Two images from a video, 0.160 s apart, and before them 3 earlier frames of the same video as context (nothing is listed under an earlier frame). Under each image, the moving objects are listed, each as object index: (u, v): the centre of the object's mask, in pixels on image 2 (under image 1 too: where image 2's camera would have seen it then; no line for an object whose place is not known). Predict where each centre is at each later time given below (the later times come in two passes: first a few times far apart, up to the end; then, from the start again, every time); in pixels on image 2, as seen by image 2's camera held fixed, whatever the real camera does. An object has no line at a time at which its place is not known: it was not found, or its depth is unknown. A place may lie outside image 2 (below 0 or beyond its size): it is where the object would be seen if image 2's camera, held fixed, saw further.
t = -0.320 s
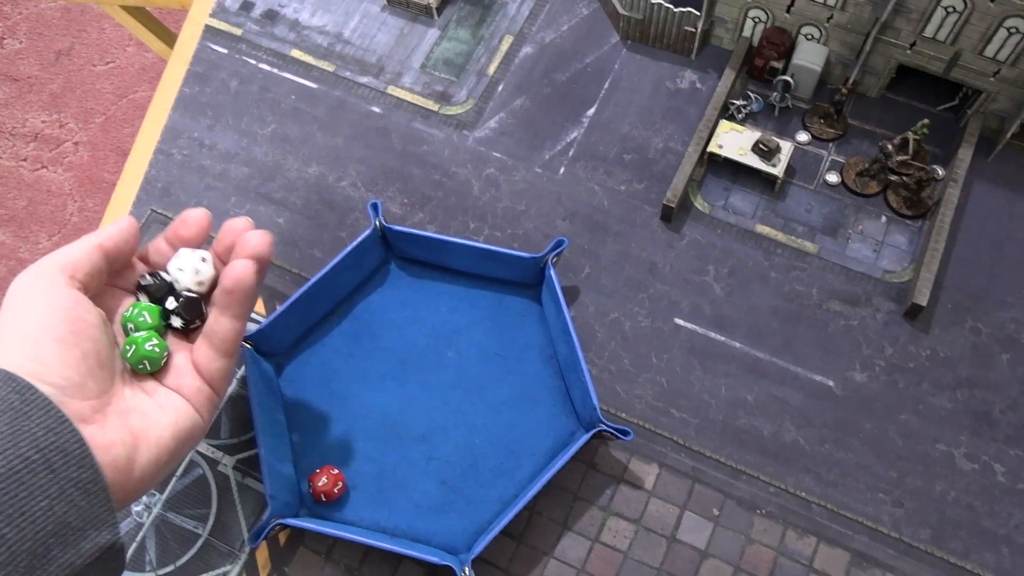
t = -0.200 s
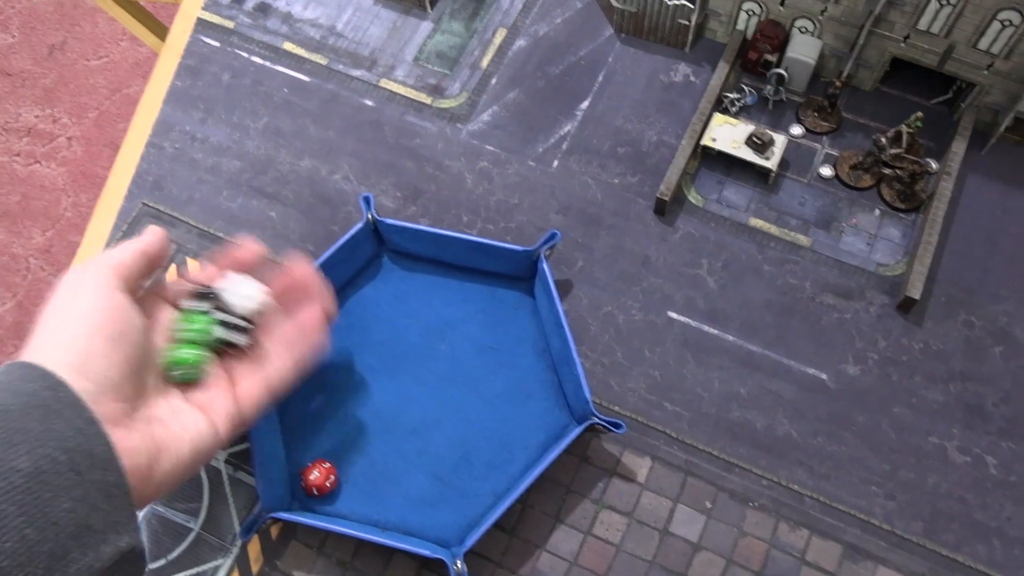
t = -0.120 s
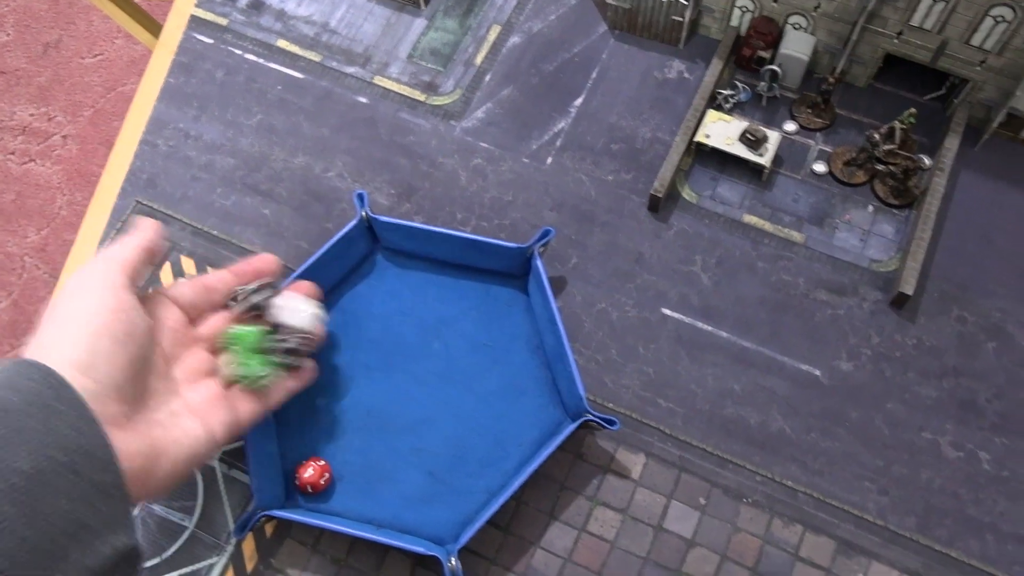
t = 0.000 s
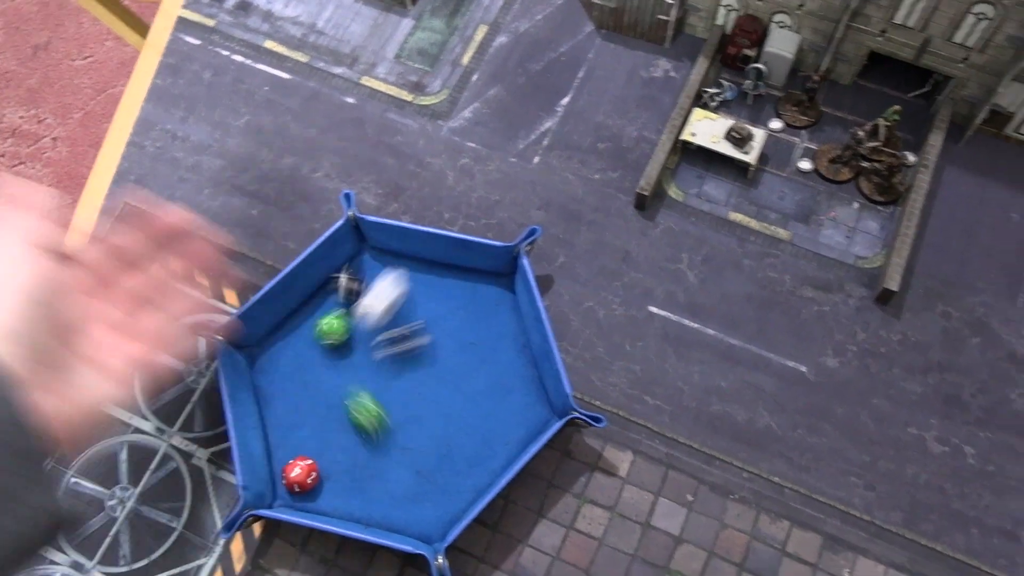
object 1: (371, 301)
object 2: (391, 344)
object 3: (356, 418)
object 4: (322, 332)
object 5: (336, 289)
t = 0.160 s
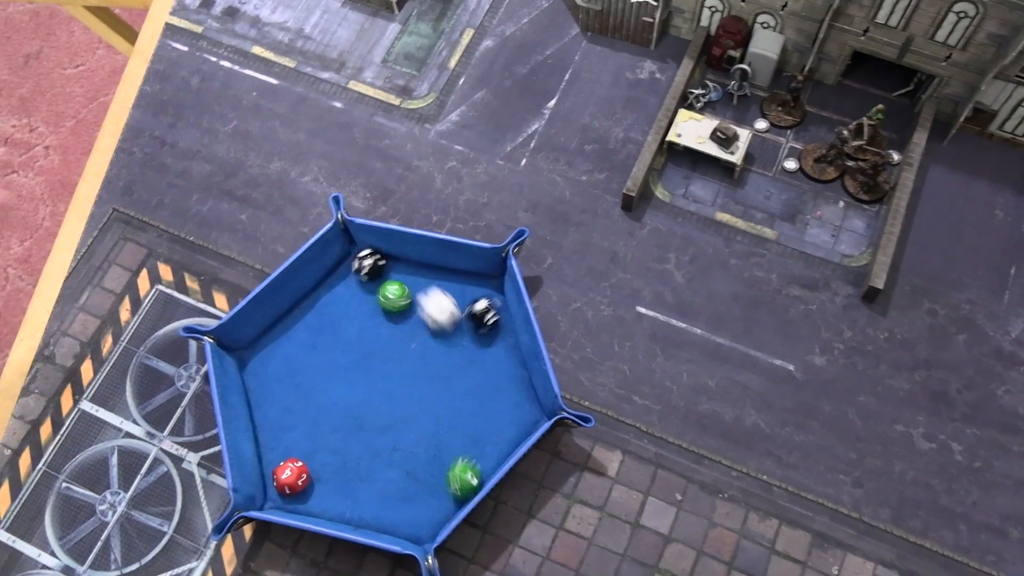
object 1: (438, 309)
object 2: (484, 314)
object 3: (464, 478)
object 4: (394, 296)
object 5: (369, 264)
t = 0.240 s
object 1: (446, 327)
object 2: (482, 330)
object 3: (467, 454)
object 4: (398, 304)
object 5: (363, 269)
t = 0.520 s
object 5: (352, 271)
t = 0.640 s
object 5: (352, 270)
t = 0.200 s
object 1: (444, 320)
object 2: (483, 321)
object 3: (466, 463)
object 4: (399, 301)
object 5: (366, 267)
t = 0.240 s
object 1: (446, 327)
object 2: (482, 330)
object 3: (467, 454)
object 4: (398, 304)
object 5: (363, 269)
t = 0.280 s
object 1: (444, 332)
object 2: (479, 339)
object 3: (469, 449)
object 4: (397, 304)
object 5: (361, 273)
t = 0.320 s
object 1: (440, 338)
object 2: (476, 346)
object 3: (473, 447)
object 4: (397, 304)
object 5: (359, 274)
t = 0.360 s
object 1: (435, 342)
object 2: (472, 353)
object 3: (479, 445)
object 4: (397, 304)
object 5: (357, 275)
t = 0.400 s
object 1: (431, 347)
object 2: (466, 355)
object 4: (397, 305)
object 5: (355, 274)
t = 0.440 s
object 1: (429, 349)
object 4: (397, 305)
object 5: (353, 271)
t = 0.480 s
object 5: (351, 268)
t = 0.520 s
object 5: (352, 271)
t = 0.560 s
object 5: (354, 271)
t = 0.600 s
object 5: (353, 270)
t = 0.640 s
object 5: (352, 270)
